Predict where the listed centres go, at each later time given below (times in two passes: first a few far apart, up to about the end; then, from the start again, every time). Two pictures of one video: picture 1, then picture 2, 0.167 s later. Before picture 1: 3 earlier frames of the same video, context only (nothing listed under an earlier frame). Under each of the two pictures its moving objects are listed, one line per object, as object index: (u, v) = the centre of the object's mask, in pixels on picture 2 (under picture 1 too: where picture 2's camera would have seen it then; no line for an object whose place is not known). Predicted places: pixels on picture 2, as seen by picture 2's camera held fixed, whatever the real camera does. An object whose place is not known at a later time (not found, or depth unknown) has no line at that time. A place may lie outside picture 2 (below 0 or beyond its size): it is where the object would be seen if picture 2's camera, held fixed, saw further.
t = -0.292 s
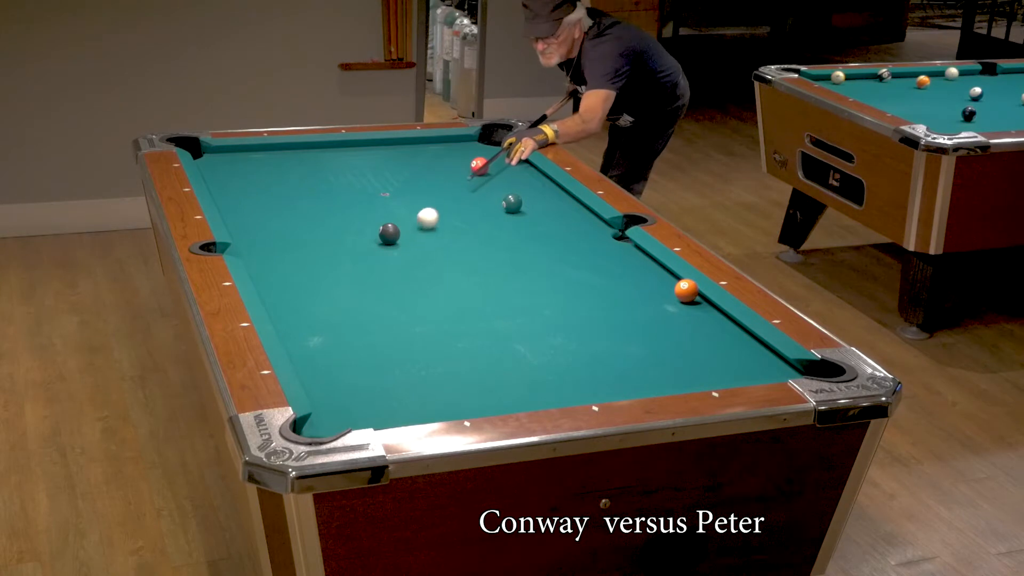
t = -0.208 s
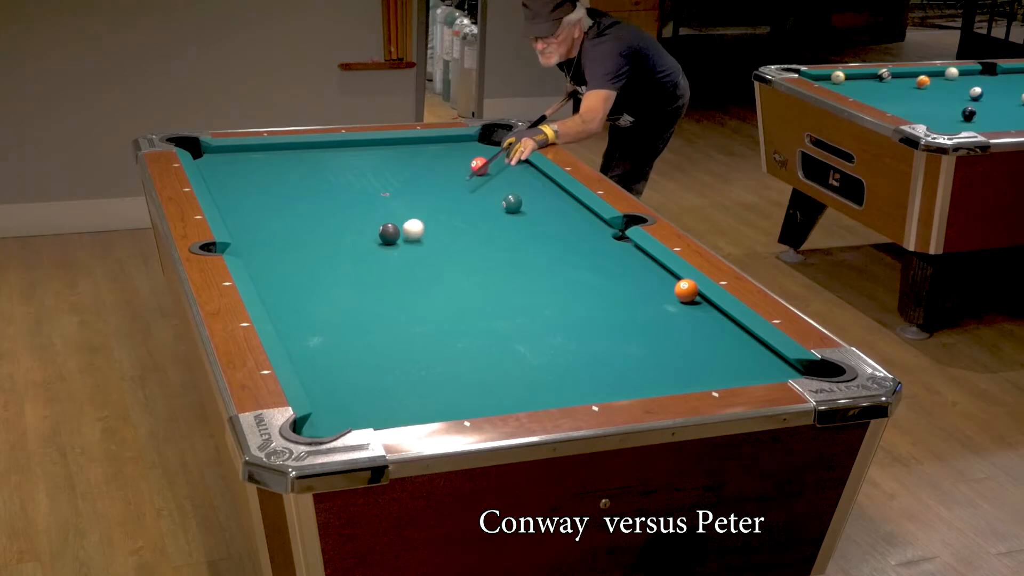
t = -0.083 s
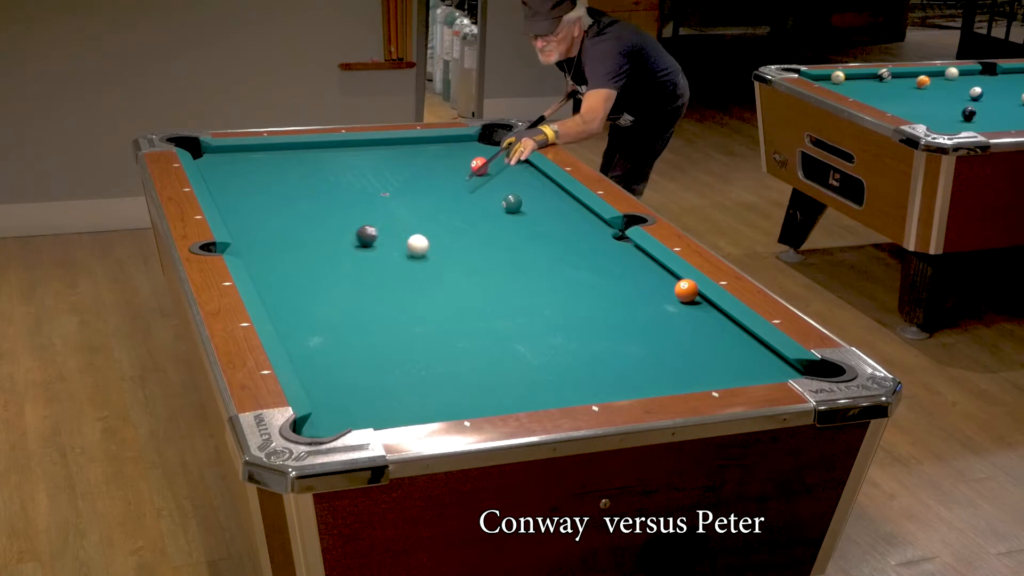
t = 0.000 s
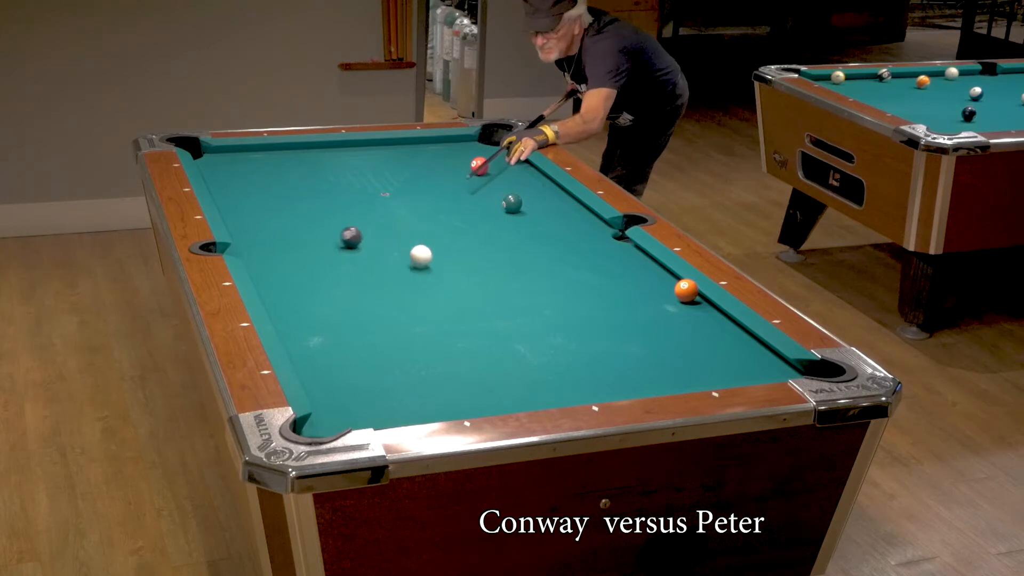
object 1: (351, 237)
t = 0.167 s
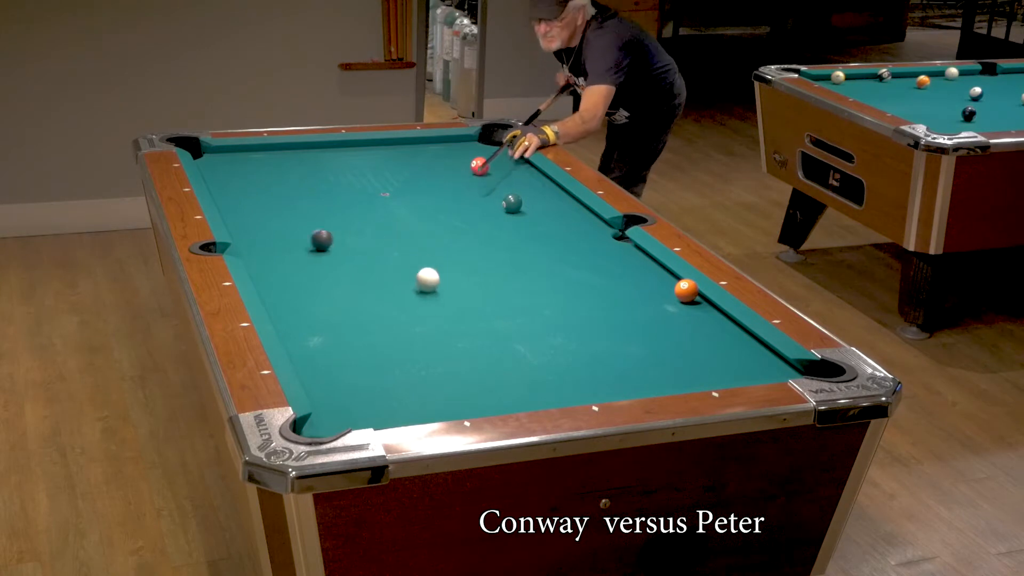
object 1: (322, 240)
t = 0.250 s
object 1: (308, 241)
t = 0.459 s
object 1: (271, 245)
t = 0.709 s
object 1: (240, 249)
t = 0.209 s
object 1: (314, 241)
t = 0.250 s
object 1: (308, 241)
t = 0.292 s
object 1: (300, 242)
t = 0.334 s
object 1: (293, 243)
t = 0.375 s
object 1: (285, 243)
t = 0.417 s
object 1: (278, 244)
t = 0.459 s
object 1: (271, 245)
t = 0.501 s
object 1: (264, 245)
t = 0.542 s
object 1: (257, 246)
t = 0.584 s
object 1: (251, 247)
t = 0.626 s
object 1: (244, 247)
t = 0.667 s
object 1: (240, 248)
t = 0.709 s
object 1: (240, 249)
